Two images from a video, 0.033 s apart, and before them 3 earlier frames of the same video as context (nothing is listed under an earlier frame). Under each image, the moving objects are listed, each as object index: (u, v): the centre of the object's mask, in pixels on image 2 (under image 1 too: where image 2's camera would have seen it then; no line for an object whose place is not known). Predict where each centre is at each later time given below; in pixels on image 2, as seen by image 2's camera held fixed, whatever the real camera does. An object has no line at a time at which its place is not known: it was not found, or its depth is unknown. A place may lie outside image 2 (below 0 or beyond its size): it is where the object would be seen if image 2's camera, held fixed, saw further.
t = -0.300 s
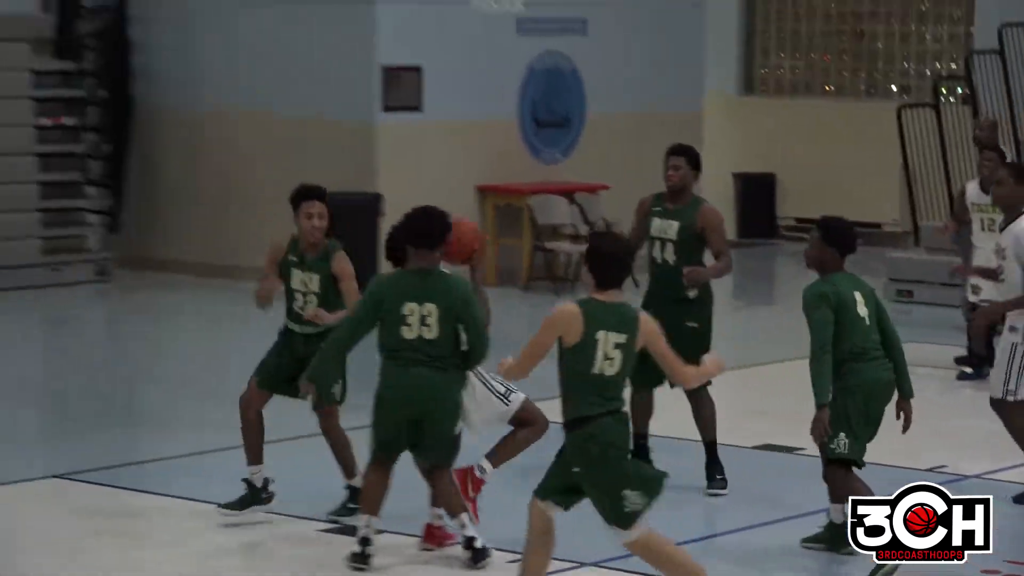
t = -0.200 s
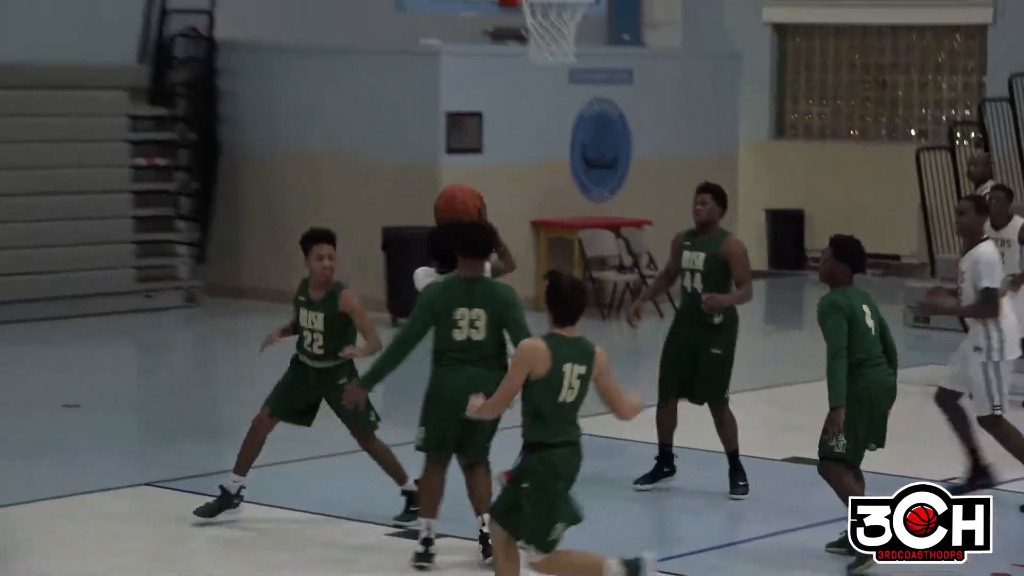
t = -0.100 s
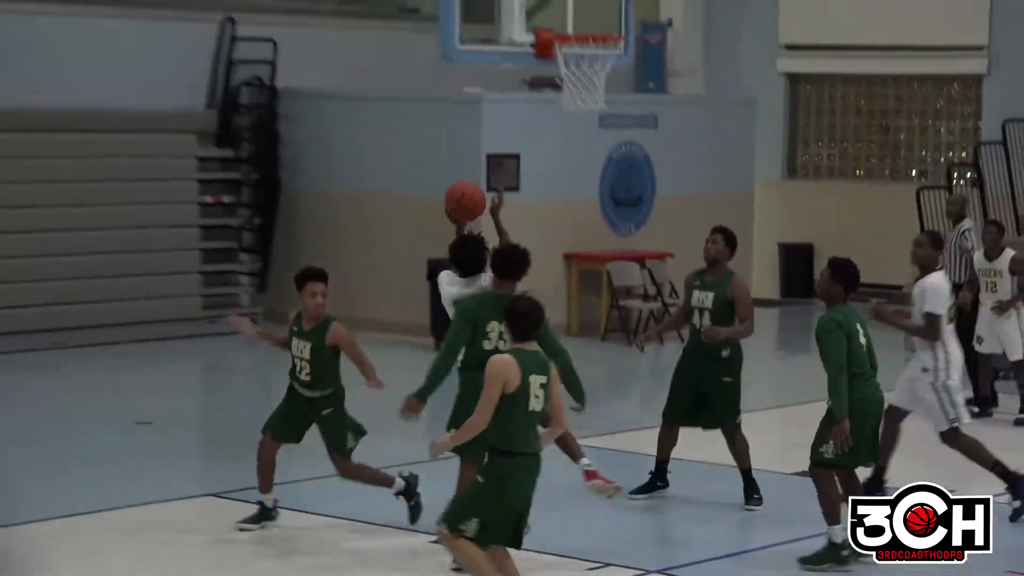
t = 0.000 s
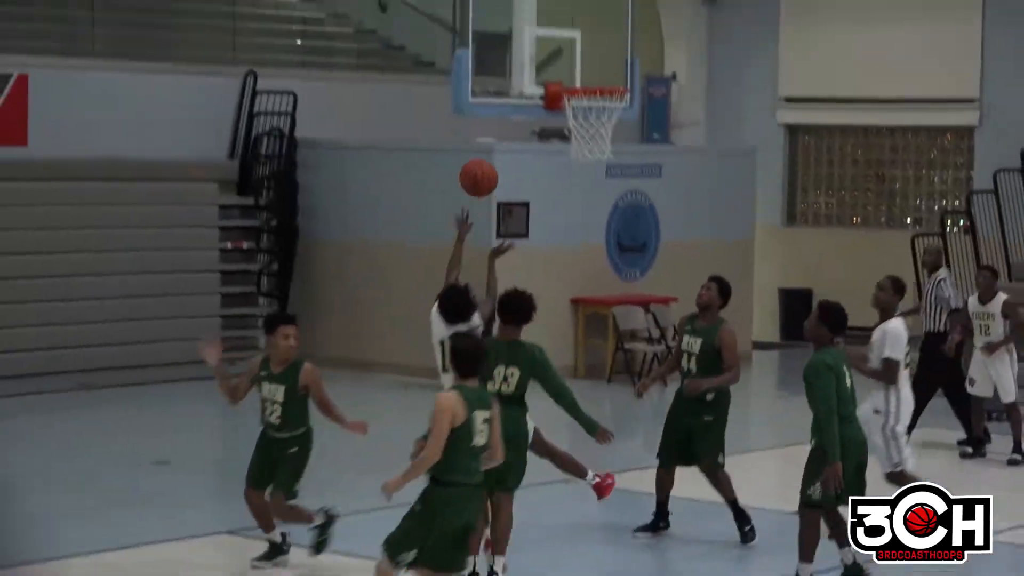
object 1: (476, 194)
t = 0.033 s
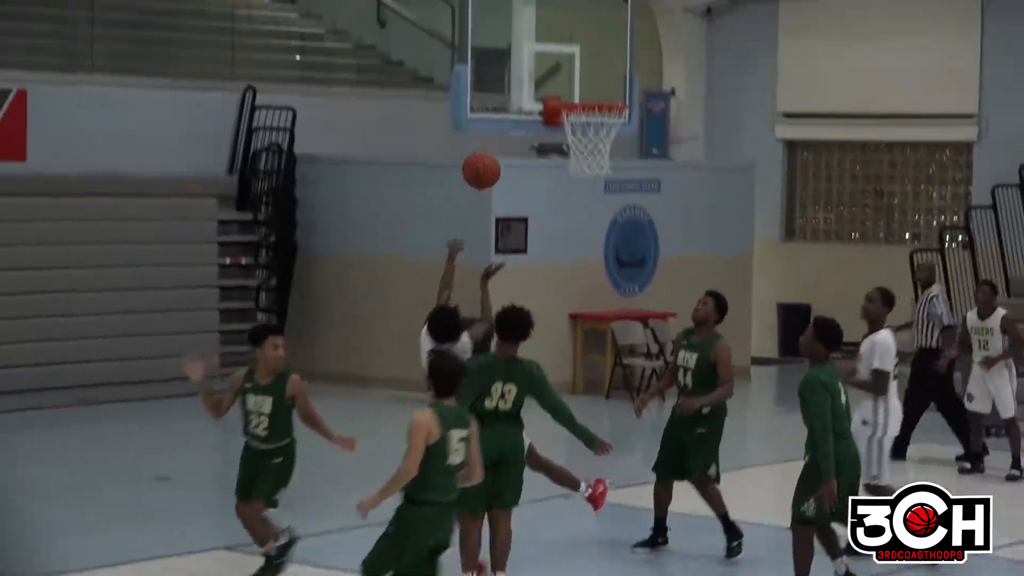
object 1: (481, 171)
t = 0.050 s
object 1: (483, 160)
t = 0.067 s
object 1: (485, 150)
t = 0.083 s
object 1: (487, 139)
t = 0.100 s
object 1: (489, 130)
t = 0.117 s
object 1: (491, 121)
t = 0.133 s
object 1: (492, 113)
